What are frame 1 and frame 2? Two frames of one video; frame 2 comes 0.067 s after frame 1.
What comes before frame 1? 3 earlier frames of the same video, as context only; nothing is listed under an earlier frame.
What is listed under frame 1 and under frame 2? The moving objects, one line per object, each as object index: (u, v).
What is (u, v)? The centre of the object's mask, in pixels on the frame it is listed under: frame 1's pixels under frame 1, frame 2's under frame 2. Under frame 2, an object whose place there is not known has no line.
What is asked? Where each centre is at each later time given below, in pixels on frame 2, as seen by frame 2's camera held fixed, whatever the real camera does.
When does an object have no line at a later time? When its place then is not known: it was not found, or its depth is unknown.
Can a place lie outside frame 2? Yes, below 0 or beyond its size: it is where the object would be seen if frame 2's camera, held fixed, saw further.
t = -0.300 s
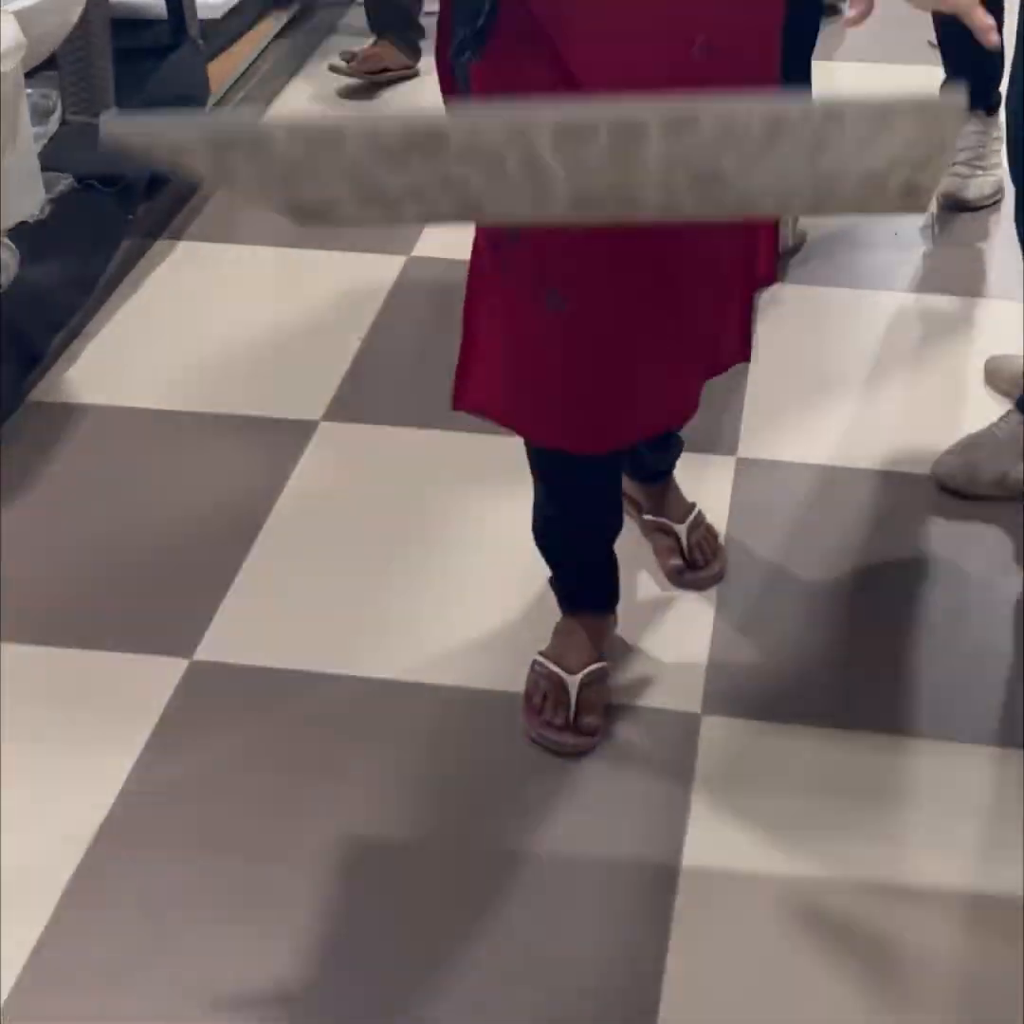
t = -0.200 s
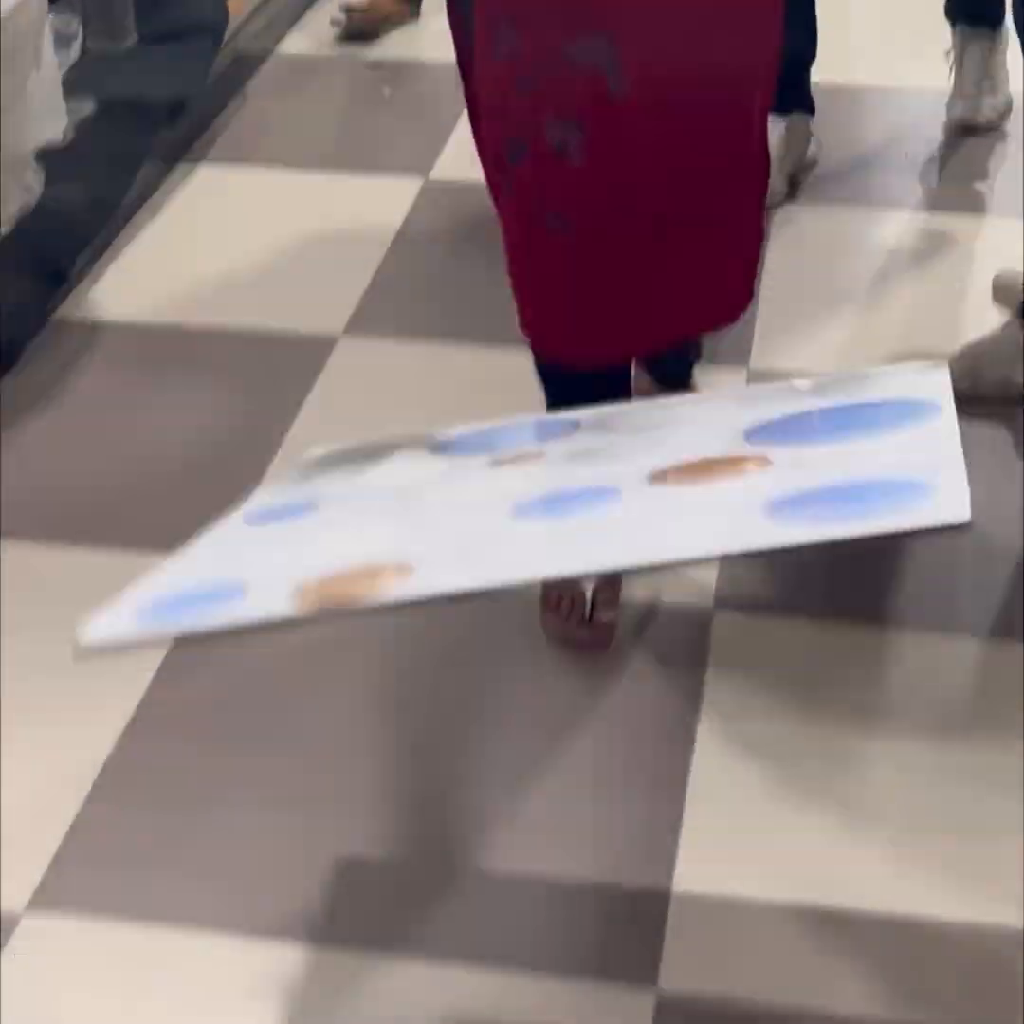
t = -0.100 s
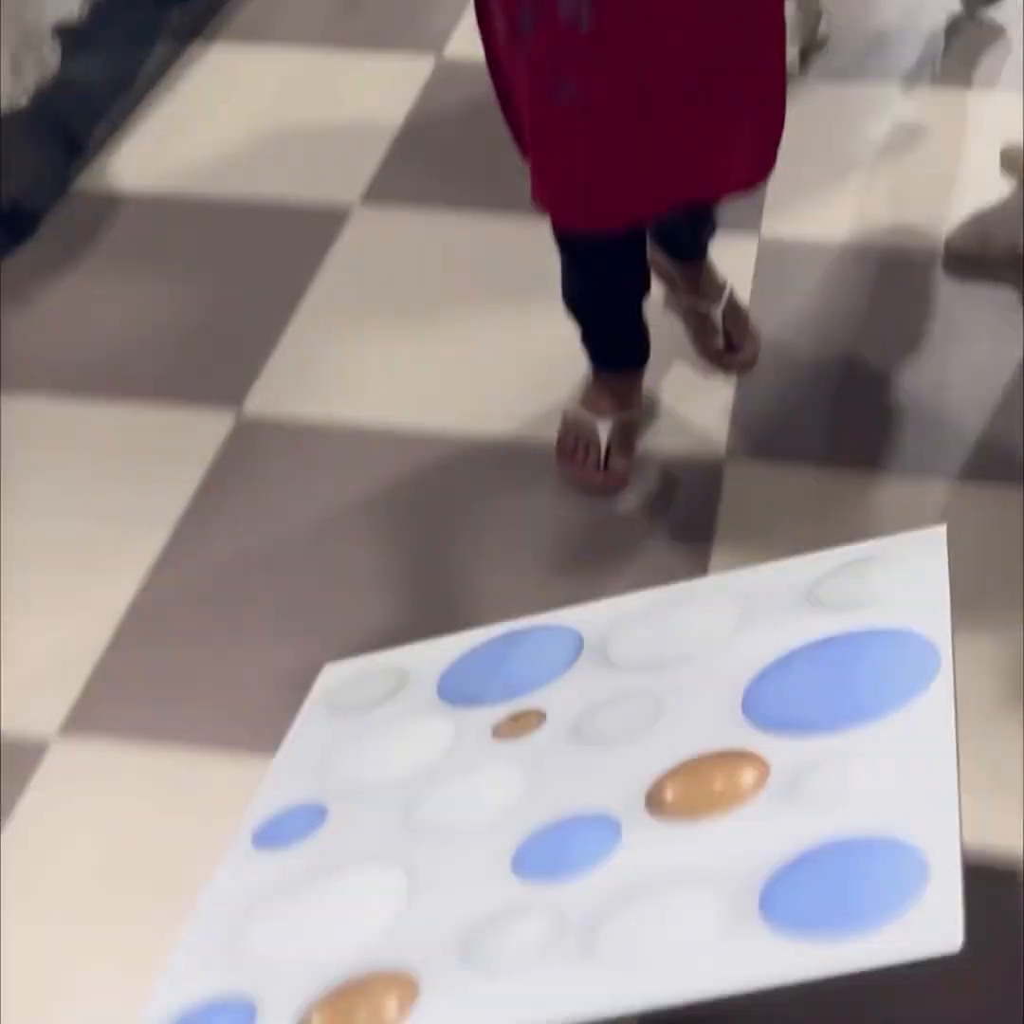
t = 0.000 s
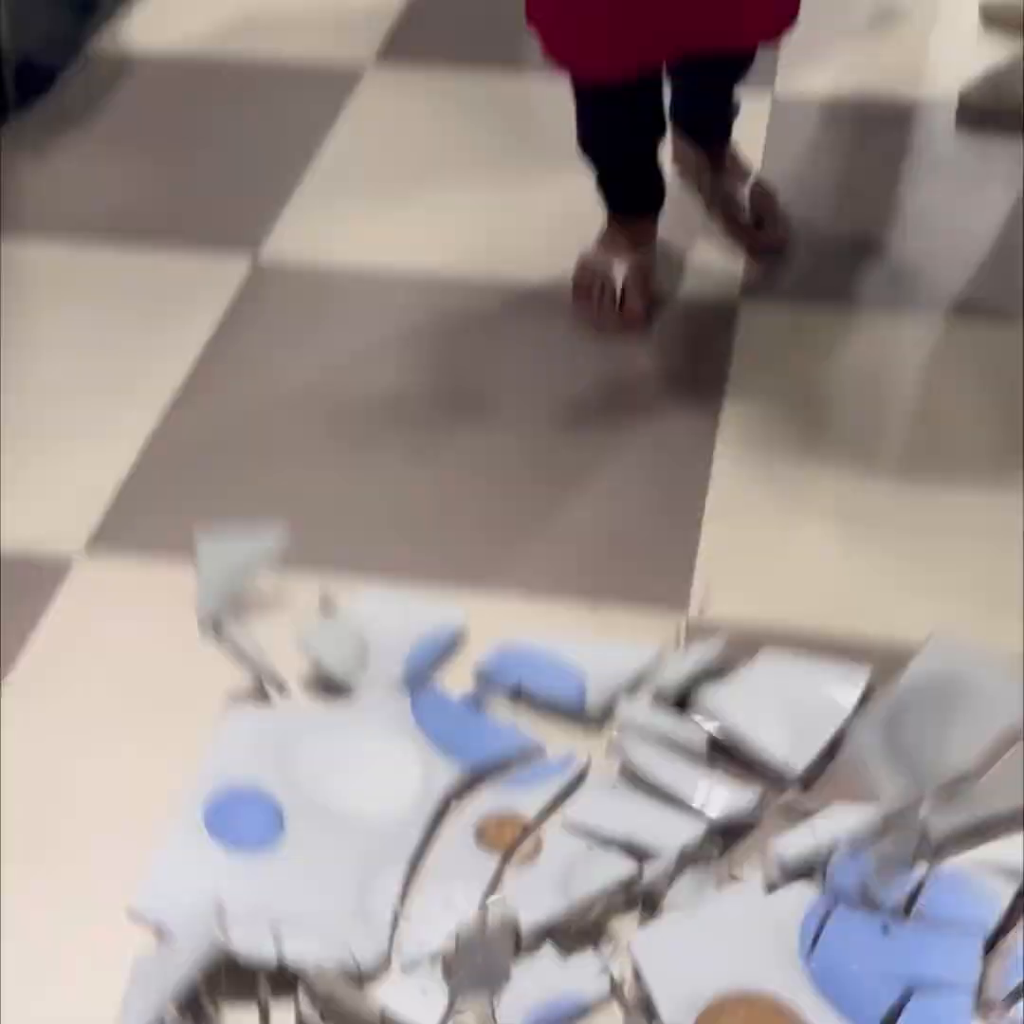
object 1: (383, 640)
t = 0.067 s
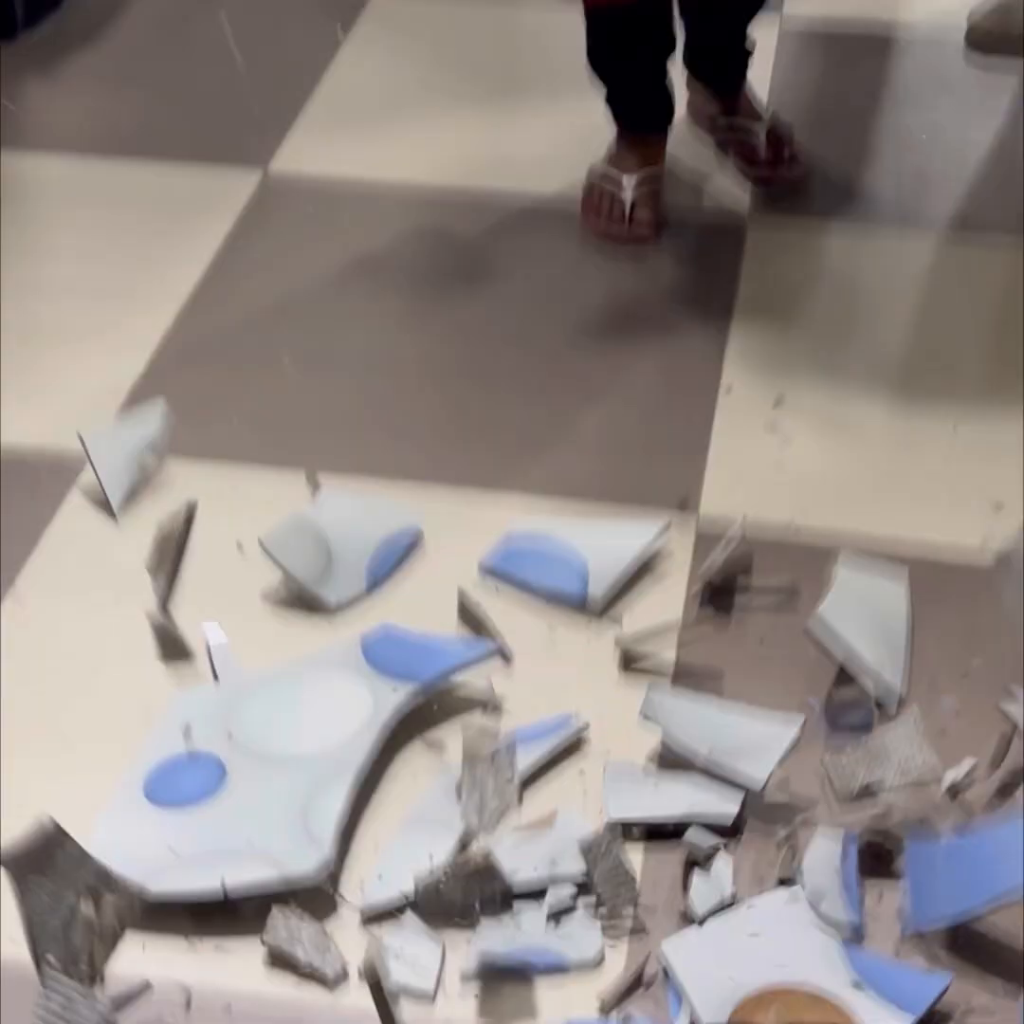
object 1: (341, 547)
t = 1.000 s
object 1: (202, 603)
